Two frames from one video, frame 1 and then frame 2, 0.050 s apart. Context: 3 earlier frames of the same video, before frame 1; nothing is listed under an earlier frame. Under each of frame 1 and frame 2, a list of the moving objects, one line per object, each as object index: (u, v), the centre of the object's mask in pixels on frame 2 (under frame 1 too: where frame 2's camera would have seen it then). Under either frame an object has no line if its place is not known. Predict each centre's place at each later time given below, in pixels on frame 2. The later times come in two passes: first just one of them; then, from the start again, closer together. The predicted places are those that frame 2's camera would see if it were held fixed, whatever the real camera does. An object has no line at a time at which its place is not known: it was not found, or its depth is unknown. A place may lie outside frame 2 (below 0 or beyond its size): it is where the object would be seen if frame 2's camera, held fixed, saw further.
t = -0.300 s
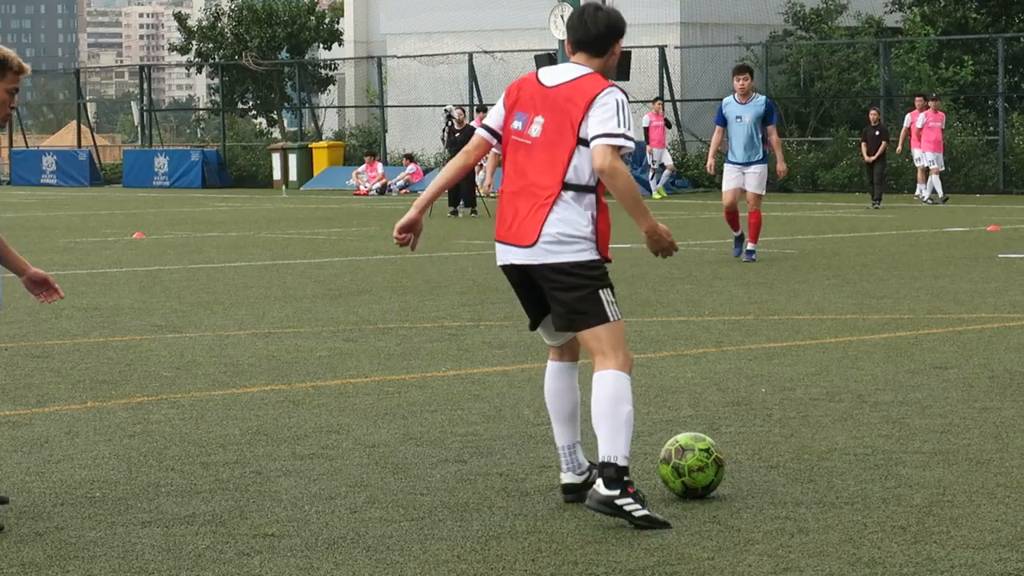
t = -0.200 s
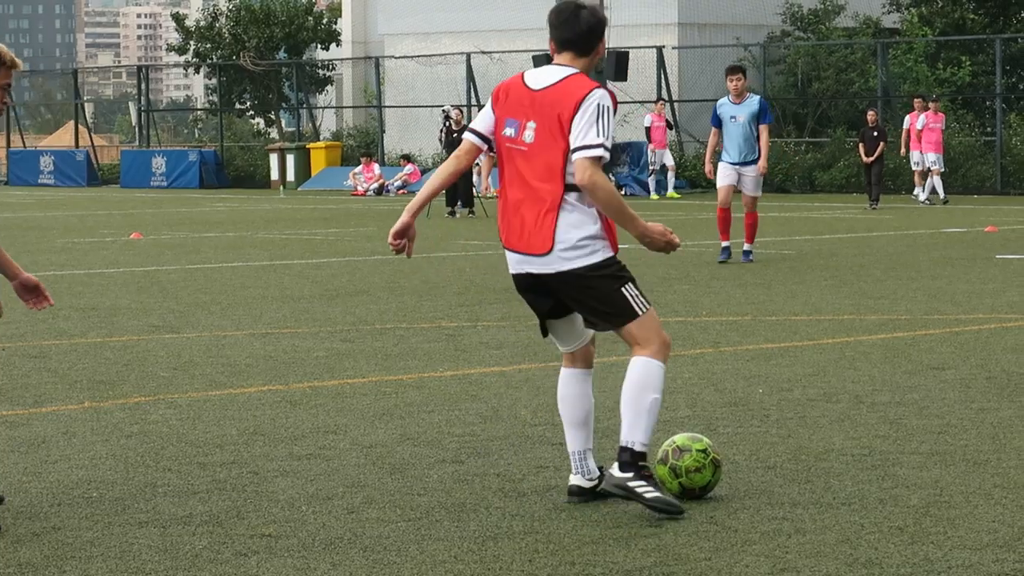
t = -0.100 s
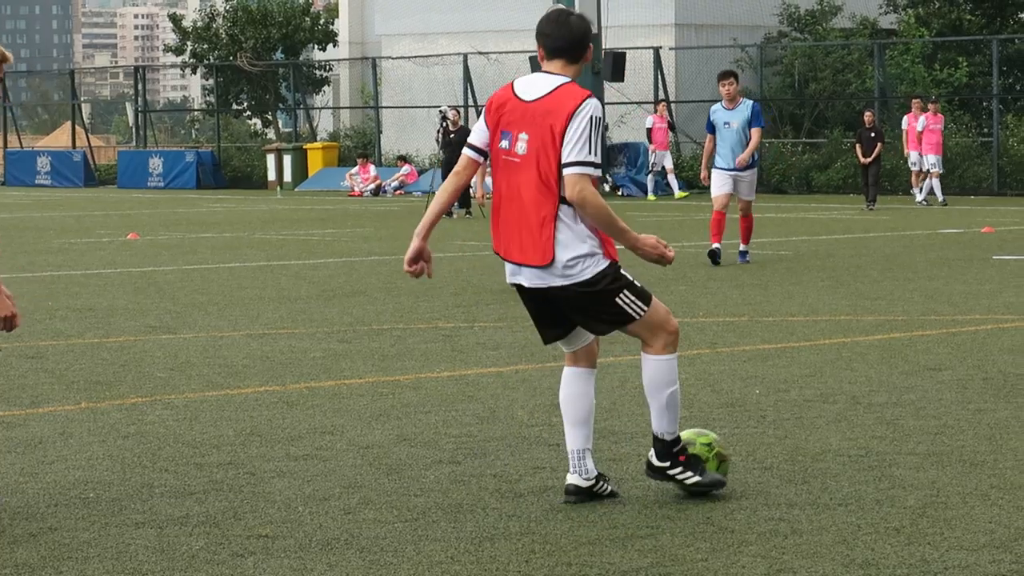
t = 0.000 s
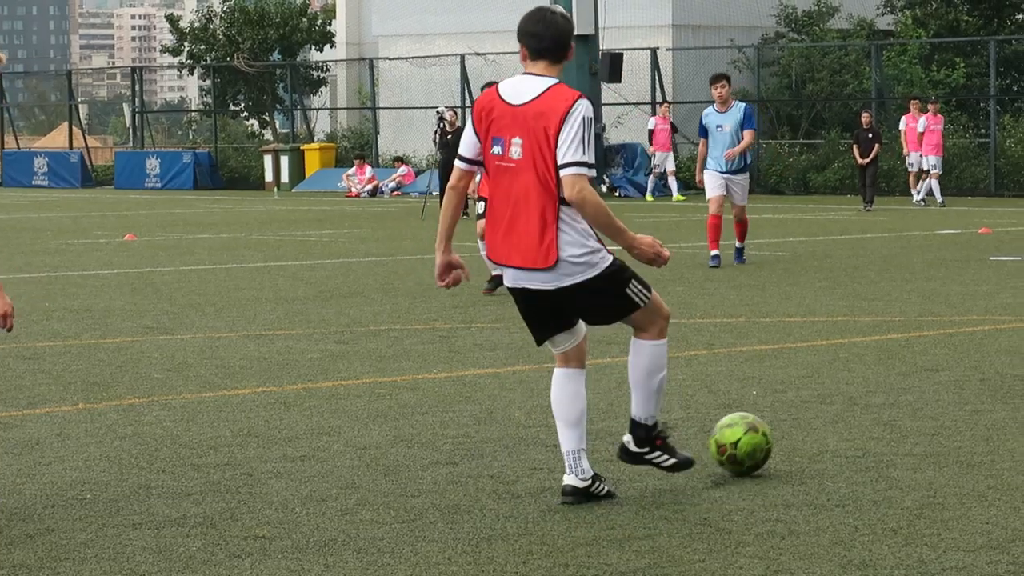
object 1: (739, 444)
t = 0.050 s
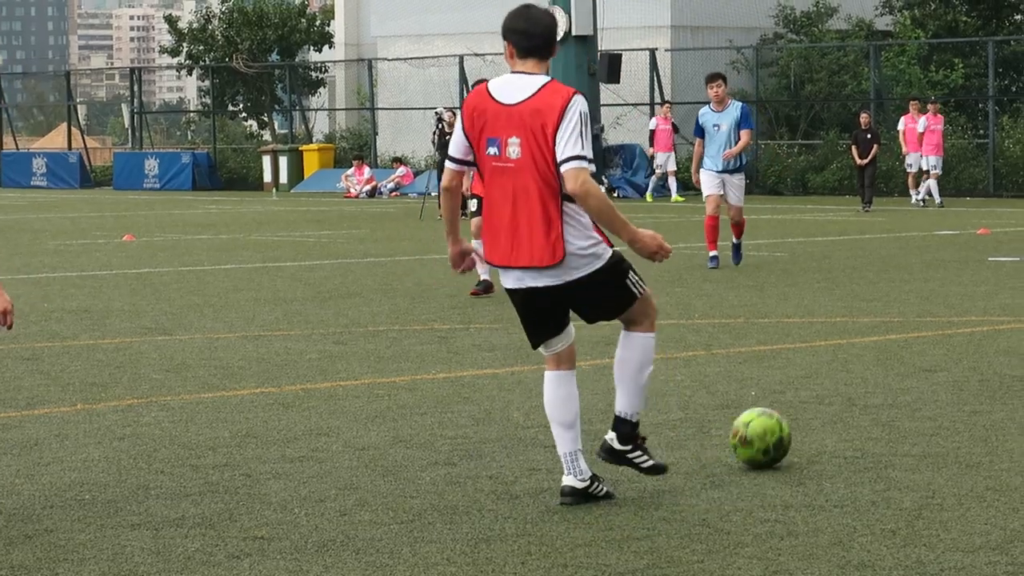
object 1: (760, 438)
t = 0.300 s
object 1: (834, 410)
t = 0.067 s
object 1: (766, 434)
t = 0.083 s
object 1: (772, 429)
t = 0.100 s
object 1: (778, 426)
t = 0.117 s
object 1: (783, 424)
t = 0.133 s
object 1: (788, 423)
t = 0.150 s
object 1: (793, 422)
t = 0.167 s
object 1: (798, 422)
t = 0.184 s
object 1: (804, 422)
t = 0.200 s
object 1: (808, 420)
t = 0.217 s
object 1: (813, 417)
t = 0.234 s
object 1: (817, 414)
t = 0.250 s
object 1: (822, 412)
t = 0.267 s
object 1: (826, 411)
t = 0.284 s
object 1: (830, 411)
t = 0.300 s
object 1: (834, 410)
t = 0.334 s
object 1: (842, 405)
